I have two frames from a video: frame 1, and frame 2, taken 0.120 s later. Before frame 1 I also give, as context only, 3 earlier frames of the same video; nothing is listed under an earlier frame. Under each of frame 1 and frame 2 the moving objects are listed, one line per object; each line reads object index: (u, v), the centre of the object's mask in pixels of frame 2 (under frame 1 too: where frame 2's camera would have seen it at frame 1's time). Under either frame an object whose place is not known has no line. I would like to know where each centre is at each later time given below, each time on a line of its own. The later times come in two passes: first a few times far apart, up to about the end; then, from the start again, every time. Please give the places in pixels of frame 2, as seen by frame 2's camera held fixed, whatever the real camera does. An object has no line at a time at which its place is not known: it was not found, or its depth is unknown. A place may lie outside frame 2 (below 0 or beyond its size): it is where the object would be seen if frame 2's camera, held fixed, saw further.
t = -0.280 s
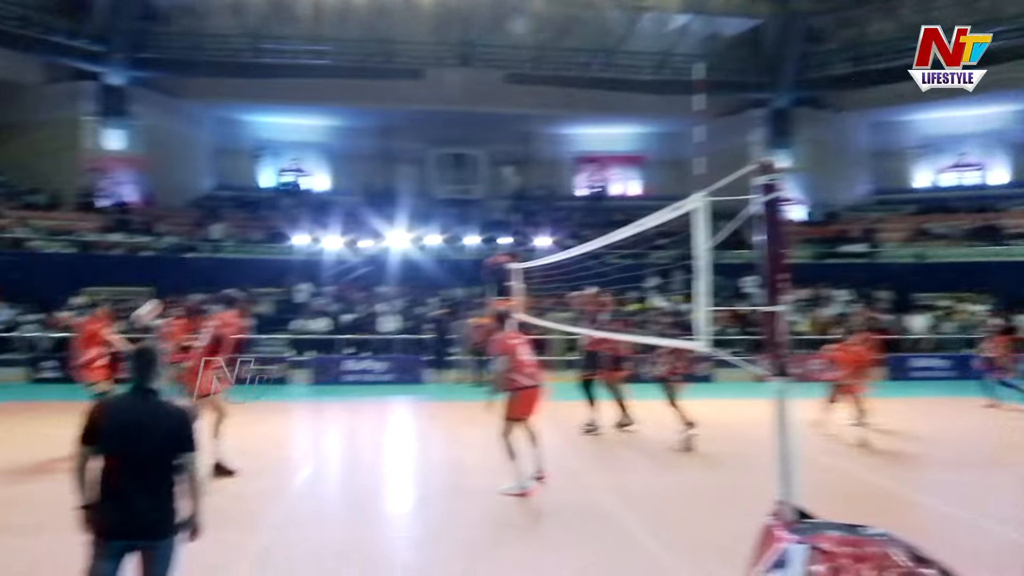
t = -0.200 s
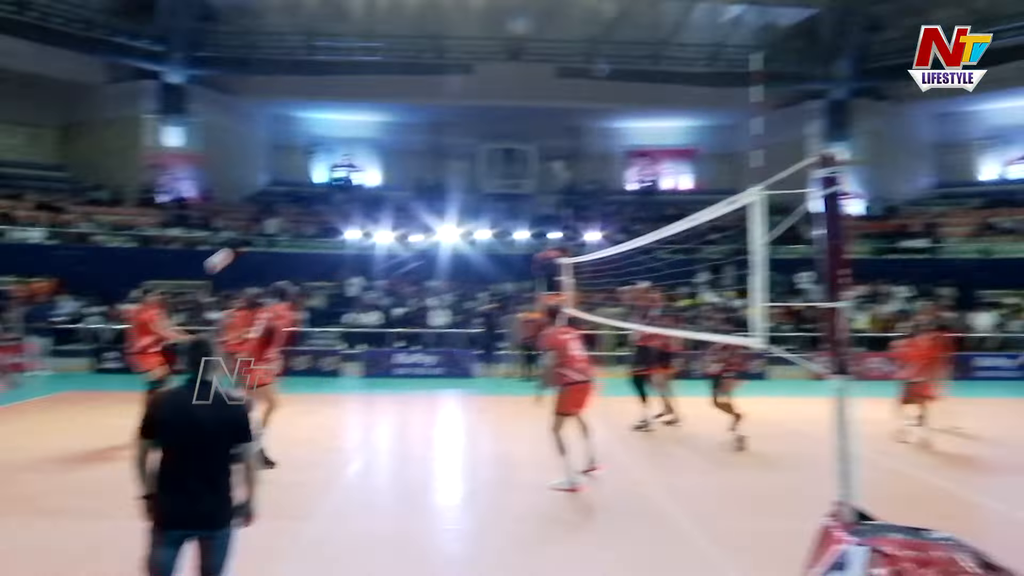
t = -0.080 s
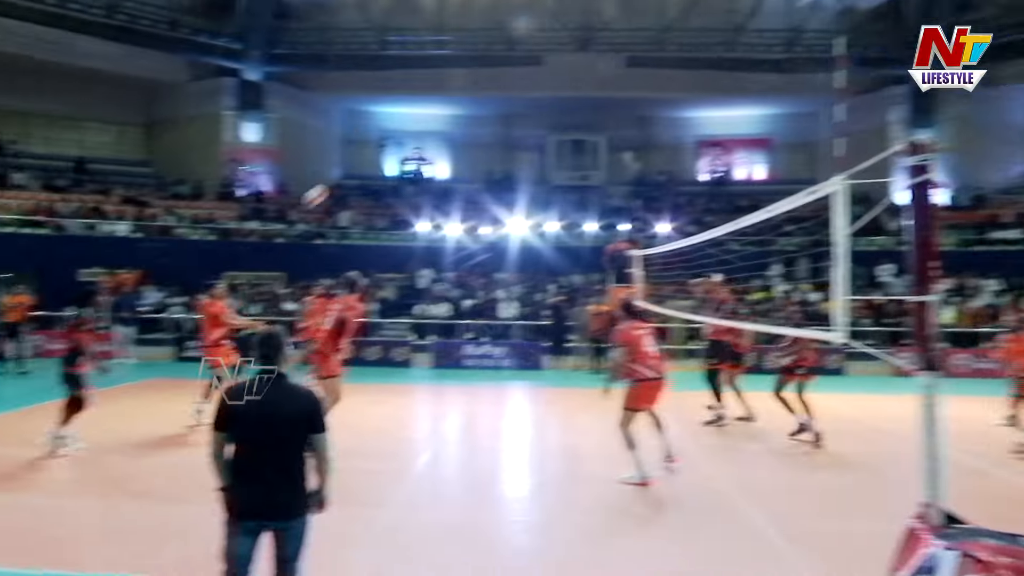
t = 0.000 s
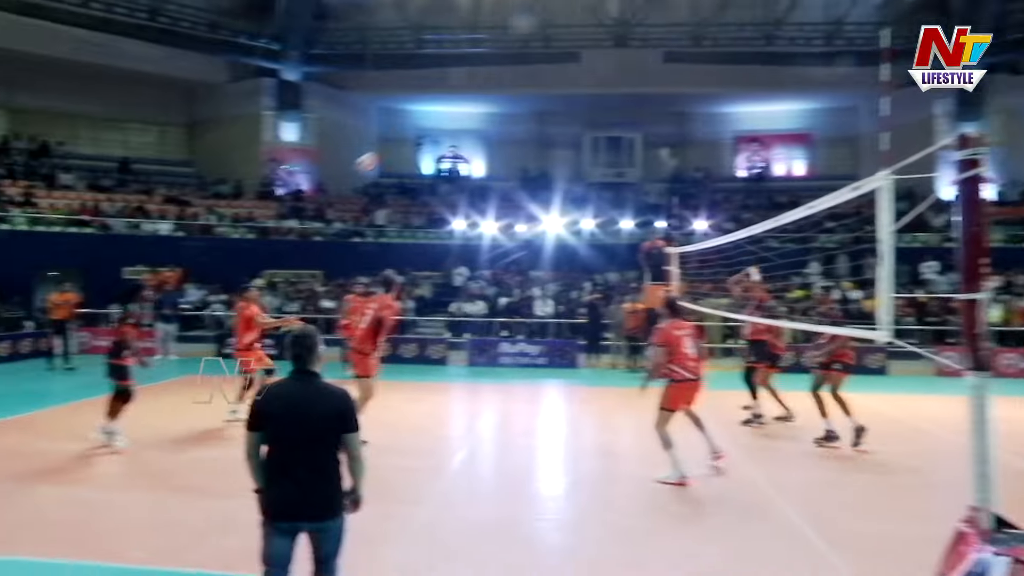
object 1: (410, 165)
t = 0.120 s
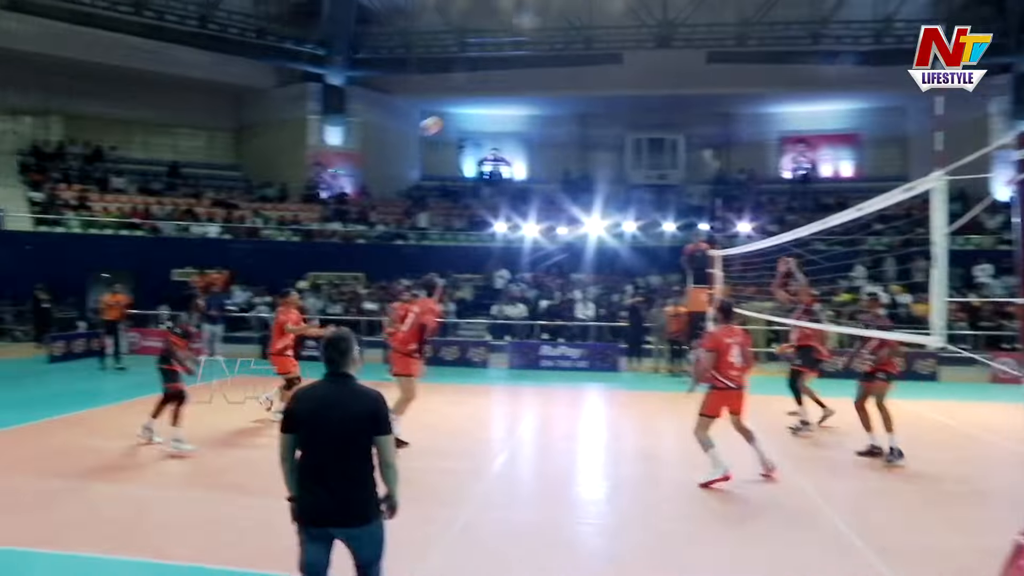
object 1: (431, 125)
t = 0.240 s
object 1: (452, 96)
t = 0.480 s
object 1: (494, 73)
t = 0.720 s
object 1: (535, 91)
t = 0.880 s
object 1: (564, 130)
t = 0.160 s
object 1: (438, 115)
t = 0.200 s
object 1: (445, 104)
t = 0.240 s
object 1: (452, 96)
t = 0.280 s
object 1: (459, 89)
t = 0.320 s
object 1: (466, 84)
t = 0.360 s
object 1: (473, 80)
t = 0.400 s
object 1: (480, 76)
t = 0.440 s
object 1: (487, 74)
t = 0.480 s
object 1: (494, 73)
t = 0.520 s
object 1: (501, 72)
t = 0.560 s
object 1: (508, 73)
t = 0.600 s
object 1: (515, 76)
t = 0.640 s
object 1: (522, 80)
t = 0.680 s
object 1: (528, 85)
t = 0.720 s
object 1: (535, 91)
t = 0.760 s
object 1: (543, 99)
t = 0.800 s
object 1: (550, 109)
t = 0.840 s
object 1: (557, 118)
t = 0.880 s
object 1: (564, 130)
